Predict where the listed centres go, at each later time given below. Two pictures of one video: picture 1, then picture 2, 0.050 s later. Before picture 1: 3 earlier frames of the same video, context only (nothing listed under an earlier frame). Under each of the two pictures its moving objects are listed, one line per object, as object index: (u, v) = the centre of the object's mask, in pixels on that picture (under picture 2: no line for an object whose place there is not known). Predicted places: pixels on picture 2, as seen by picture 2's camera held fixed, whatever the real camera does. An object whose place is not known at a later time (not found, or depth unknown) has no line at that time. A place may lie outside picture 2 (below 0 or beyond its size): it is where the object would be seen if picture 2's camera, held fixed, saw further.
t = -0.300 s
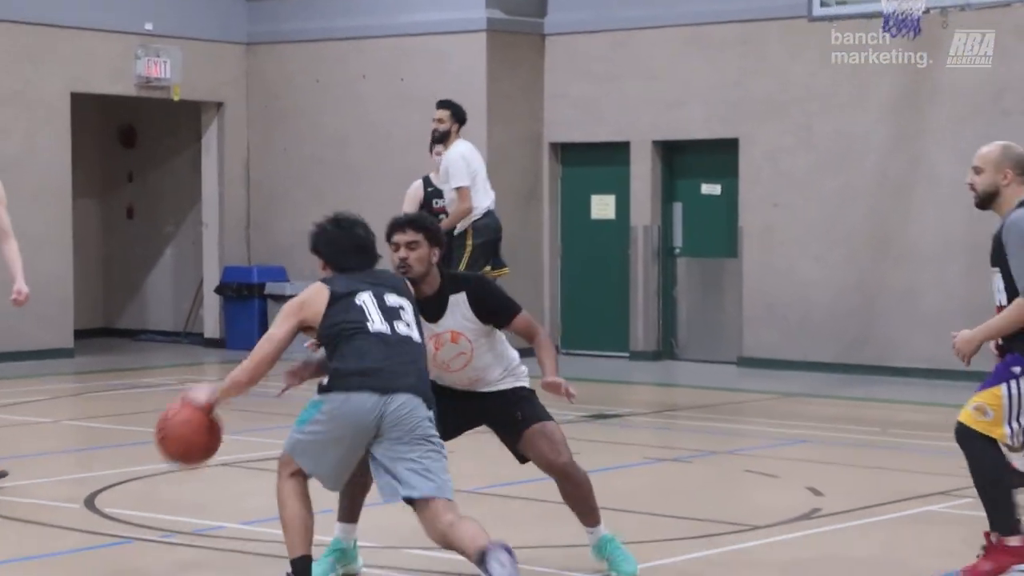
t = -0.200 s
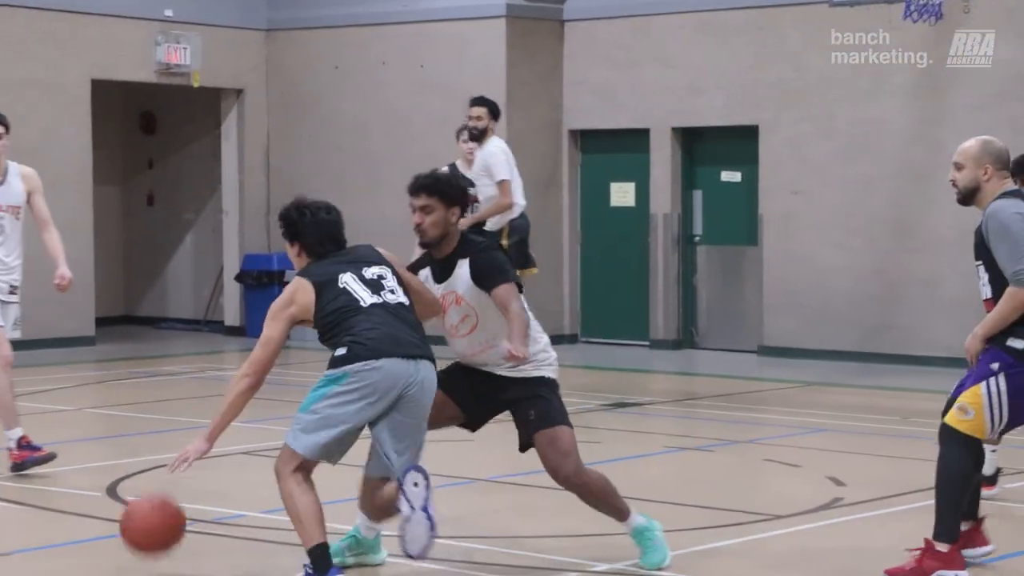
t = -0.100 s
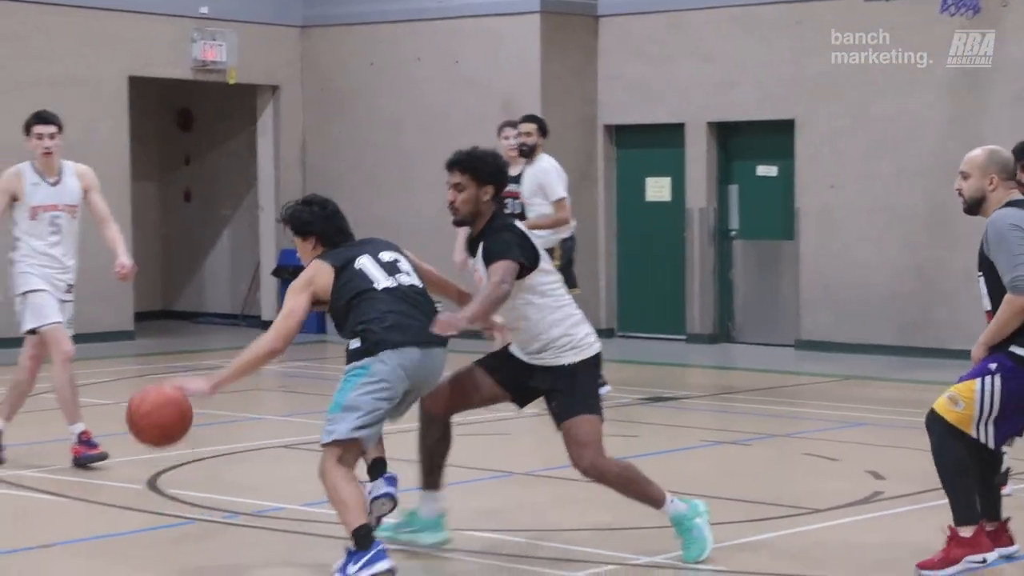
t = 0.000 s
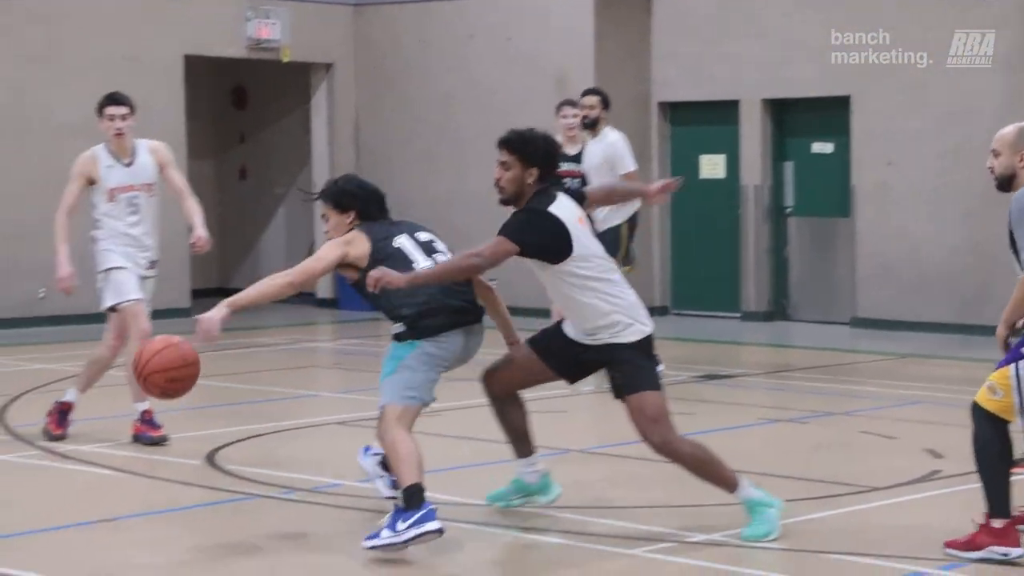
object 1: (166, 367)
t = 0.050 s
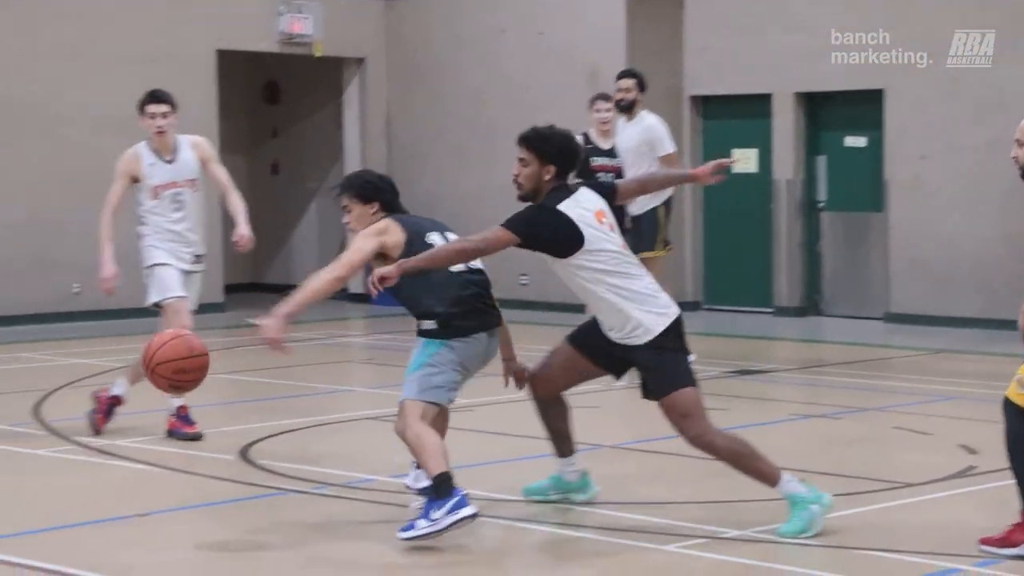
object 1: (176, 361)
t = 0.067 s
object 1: (167, 362)
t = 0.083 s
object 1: (157, 364)
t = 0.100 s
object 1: (148, 366)
